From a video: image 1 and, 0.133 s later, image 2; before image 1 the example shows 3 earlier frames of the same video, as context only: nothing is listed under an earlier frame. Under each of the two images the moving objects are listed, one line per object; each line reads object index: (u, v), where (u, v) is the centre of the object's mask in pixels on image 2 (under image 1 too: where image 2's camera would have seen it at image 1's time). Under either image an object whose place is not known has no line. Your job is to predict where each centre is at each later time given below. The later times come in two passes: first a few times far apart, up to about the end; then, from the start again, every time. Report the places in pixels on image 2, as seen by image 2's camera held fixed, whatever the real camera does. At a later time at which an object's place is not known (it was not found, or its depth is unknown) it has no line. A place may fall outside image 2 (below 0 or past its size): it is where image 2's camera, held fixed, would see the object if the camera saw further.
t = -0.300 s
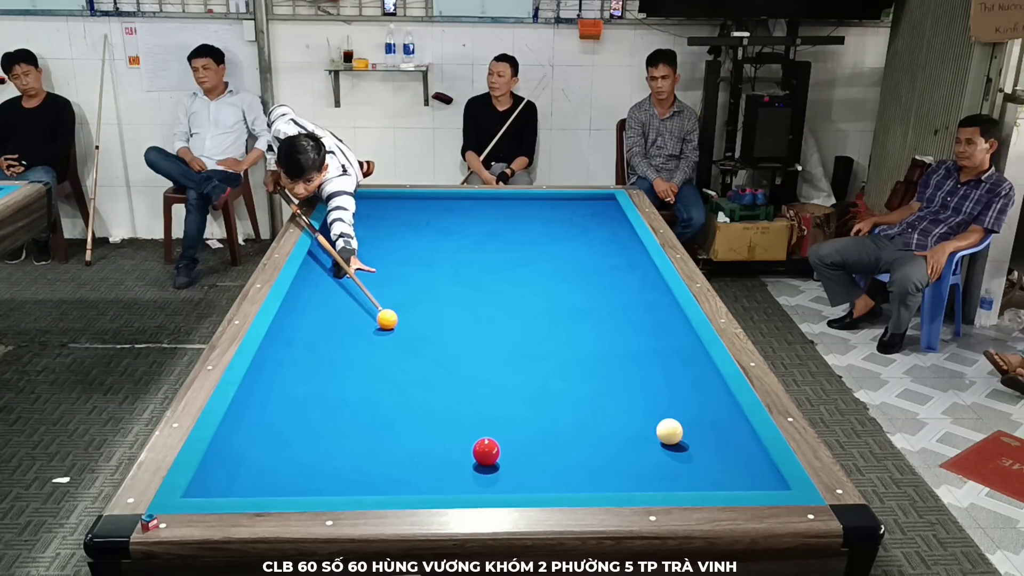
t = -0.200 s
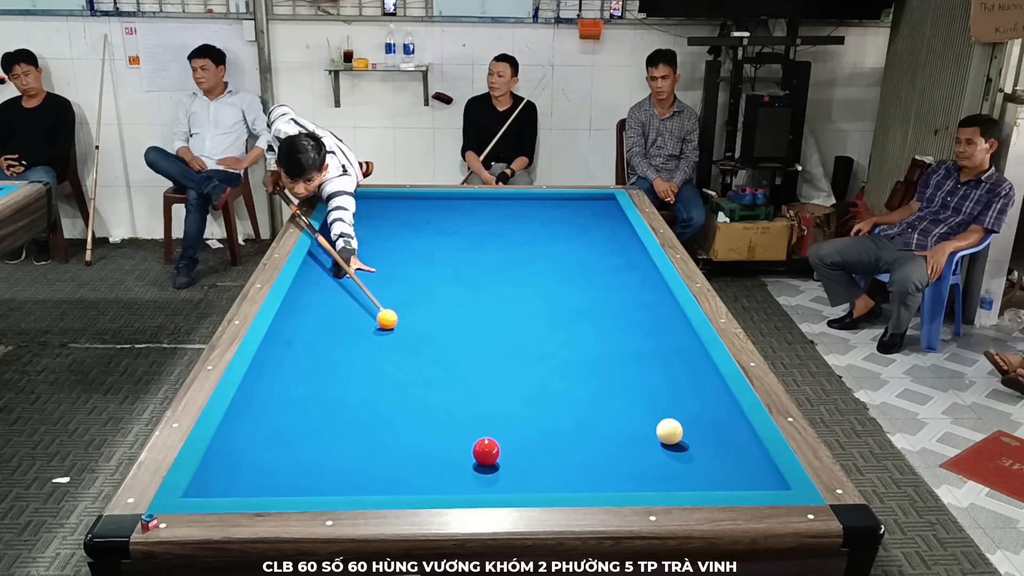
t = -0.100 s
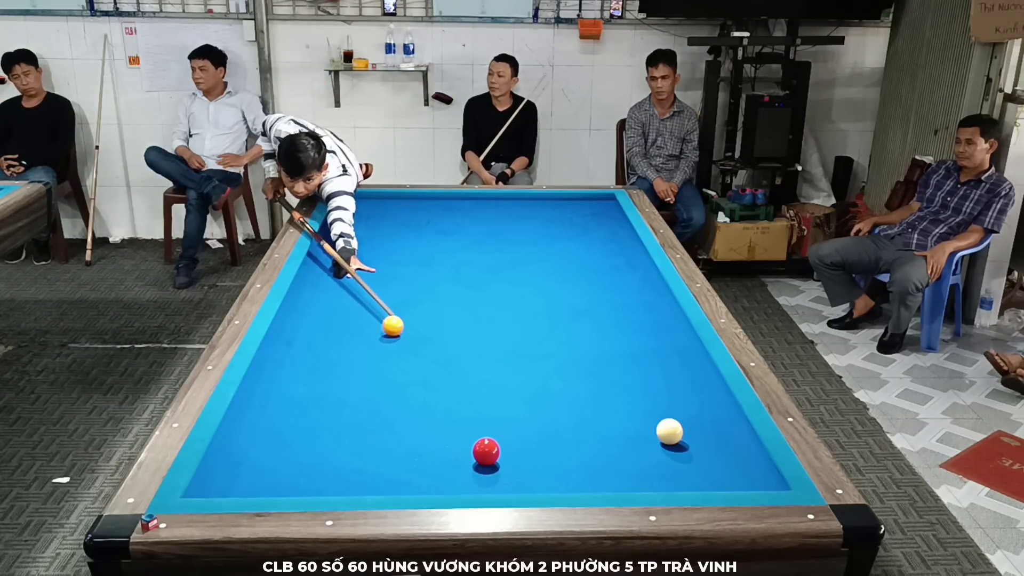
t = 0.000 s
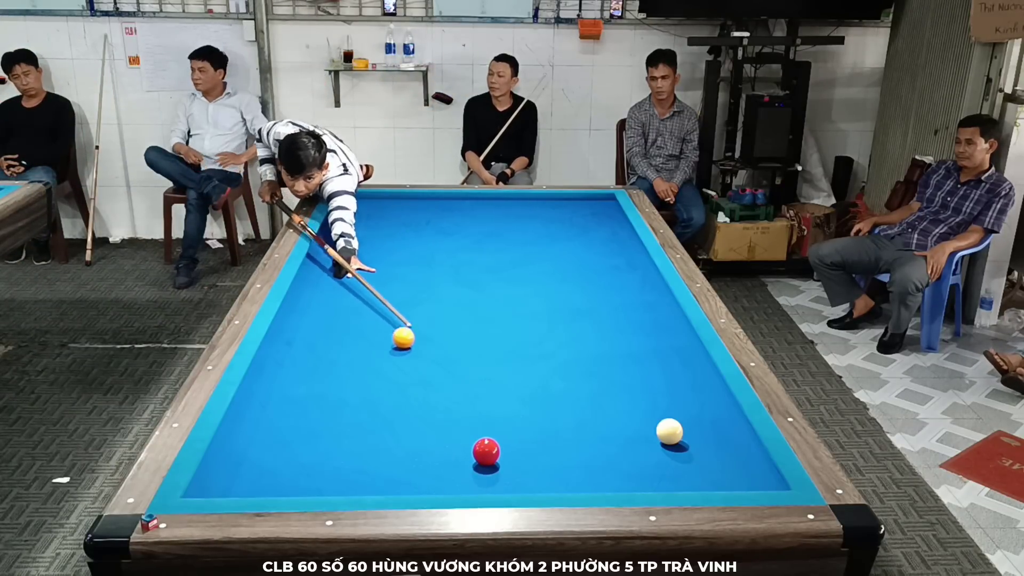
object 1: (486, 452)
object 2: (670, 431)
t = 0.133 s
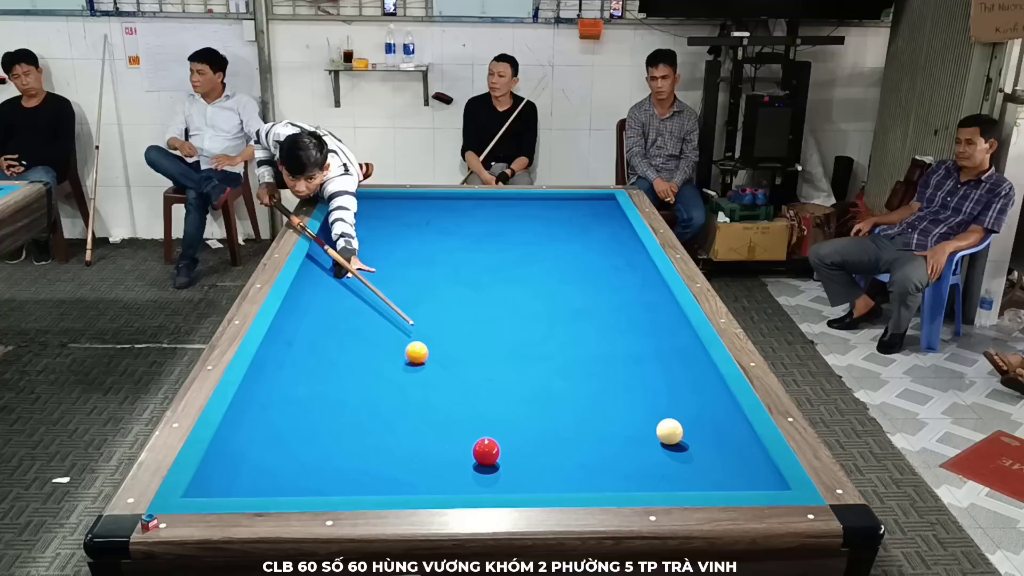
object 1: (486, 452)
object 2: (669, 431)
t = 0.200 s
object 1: (486, 451)
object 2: (669, 431)
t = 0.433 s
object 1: (486, 452)
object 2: (669, 431)
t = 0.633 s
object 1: (486, 452)
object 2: (669, 431)
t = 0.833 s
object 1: (482, 457)
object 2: (670, 431)
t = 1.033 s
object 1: (469, 475)
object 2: (669, 431)
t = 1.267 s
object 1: (455, 486)
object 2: (670, 431)
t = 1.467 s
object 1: (447, 480)
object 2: (669, 431)
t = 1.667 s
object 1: (439, 471)
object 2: (669, 431)
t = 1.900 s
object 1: (430, 463)
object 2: (669, 431)
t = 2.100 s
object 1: (424, 456)
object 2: (669, 431)
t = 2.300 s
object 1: (417, 449)
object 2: (670, 431)
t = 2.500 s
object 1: (412, 444)
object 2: (669, 431)
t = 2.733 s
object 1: (405, 438)
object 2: (658, 428)
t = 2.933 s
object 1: (401, 434)
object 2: (643, 424)
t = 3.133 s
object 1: (397, 430)
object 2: (629, 420)
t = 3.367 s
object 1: (392, 426)
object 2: (614, 416)
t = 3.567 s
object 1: (389, 423)
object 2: (602, 412)
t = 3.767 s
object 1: (386, 420)
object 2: (590, 409)
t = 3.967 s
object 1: (384, 418)
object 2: (580, 407)
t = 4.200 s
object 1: (381, 416)
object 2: (569, 404)
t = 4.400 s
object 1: (380, 415)
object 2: (560, 402)
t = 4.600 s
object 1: (379, 414)
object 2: (552, 400)
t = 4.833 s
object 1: (378, 414)
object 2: (544, 398)
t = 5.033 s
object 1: (378, 414)
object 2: (538, 396)
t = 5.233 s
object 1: (377, 414)
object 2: (532, 395)
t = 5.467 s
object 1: (377, 414)
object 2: (527, 394)
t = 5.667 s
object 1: (377, 414)
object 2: (523, 393)
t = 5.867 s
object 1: (377, 414)
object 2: (520, 393)
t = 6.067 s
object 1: (377, 414)
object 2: (518, 392)
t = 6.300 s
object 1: (377, 414)
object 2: (516, 392)
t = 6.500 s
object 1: (377, 414)
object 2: (516, 392)
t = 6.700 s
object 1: (377, 414)
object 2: (515, 392)
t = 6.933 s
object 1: (377, 414)
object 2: (515, 392)
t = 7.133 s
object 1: (377, 413)
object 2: (515, 392)
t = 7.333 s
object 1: (377, 413)
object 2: (515, 392)
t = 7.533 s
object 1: (377, 413)
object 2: (515, 392)
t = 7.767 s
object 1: (377, 413)
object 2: (515, 392)
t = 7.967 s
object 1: (377, 413)
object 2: (515, 392)
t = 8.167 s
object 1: (377, 413)
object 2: (515, 392)
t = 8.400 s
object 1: (377, 413)
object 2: (515, 392)
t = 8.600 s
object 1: (377, 413)
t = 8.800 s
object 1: (377, 414)
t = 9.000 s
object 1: (377, 414)
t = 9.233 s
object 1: (377, 413)
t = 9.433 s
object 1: (377, 414)
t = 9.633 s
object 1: (377, 414)
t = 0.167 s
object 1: (486, 451)
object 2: (669, 431)
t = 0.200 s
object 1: (486, 451)
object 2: (669, 431)
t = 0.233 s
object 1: (486, 452)
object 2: (669, 431)
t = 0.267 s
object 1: (486, 452)
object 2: (669, 431)
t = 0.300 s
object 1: (486, 452)
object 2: (669, 431)
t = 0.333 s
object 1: (486, 452)
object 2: (669, 431)
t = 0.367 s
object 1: (486, 452)
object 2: (669, 431)
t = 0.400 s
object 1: (486, 452)
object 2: (669, 431)
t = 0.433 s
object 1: (486, 452)
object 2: (669, 431)
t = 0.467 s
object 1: (486, 452)
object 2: (669, 431)
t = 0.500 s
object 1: (486, 452)
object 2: (669, 431)
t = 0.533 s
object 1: (486, 452)
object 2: (669, 431)
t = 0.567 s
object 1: (486, 452)
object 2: (669, 431)
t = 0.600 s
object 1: (486, 452)
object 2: (669, 431)
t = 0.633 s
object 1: (486, 452)
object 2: (669, 431)
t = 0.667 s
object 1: (486, 452)
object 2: (669, 431)
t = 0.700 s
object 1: (486, 452)
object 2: (669, 431)
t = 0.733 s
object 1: (486, 452)
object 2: (669, 431)
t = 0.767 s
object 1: (486, 452)
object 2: (669, 431)
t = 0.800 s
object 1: (485, 454)
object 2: (670, 431)
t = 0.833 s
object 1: (482, 457)
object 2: (670, 431)
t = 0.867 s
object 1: (480, 460)
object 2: (670, 431)
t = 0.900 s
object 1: (478, 463)
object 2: (669, 431)
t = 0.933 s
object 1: (475, 466)
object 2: (669, 431)
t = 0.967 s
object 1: (473, 469)
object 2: (669, 431)
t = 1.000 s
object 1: (471, 472)
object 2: (669, 431)
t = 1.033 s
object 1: (469, 475)
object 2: (669, 431)
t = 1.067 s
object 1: (467, 478)
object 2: (669, 431)
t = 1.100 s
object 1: (465, 480)
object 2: (669, 431)
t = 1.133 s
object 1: (463, 482)
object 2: (670, 431)
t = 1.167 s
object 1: (460, 484)
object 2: (670, 431)
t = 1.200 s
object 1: (458, 486)
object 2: (669, 431)
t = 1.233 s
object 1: (456, 487)
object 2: (669, 431)
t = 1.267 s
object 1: (455, 486)
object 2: (670, 431)
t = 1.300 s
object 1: (454, 485)
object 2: (670, 431)
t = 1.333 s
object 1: (452, 484)
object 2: (669, 431)
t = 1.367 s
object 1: (451, 483)
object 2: (670, 431)
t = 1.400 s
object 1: (449, 482)
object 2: (670, 431)
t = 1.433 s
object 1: (448, 481)
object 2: (670, 431)
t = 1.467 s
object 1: (447, 480)
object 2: (669, 431)
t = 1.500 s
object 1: (445, 479)
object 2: (669, 431)
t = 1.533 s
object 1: (444, 477)
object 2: (669, 431)
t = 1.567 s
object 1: (443, 476)
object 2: (670, 431)
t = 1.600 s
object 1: (441, 474)
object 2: (669, 431)
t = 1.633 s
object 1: (440, 473)
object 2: (669, 431)
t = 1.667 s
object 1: (439, 471)
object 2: (669, 431)
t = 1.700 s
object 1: (438, 470)
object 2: (669, 431)
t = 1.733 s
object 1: (436, 469)
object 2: (670, 431)
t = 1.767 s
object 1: (435, 467)
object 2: (669, 431)
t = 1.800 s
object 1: (434, 466)
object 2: (669, 431)
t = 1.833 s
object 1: (433, 465)
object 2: (669, 431)
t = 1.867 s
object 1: (432, 464)
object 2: (670, 431)
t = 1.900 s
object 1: (430, 463)
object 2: (669, 431)
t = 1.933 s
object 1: (429, 461)
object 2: (669, 431)
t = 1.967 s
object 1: (428, 460)
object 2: (669, 431)
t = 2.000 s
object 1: (427, 459)
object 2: (670, 431)
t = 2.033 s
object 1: (426, 458)
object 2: (669, 431)
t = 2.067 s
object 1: (425, 457)
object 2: (670, 431)
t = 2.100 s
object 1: (424, 456)
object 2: (669, 431)
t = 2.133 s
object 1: (422, 455)
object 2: (670, 431)
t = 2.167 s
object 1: (421, 453)
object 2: (669, 431)
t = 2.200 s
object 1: (420, 452)
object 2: (669, 431)
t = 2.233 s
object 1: (419, 451)
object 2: (669, 431)
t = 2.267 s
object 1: (418, 450)
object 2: (669, 431)
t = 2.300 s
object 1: (417, 449)
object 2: (670, 431)
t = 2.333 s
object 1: (416, 448)
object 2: (670, 431)
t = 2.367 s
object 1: (415, 447)
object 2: (670, 431)
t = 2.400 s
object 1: (414, 446)
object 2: (670, 431)
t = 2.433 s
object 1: (413, 446)
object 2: (669, 431)
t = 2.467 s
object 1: (412, 445)
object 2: (669, 431)
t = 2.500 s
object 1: (412, 444)
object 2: (669, 431)
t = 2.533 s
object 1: (411, 443)
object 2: (669, 431)
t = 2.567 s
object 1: (410, 442)
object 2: (669, 431)
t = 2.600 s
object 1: (409, 441)
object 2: (669, 431)
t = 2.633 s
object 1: (408, 440)
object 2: (666, 430)
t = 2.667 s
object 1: (407, 440)
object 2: (663, 429)
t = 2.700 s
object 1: (406, 439)
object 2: (660, 429)
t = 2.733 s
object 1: (405, 438)
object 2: (658, 428)
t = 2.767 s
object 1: (405, 437)
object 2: (655, 427)
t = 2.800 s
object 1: (404, 436)
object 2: (653, 426)
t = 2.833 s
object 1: (403, 436)
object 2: (650, 426)
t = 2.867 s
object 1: (402, 435)
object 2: (648, 425)
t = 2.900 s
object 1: (402, 434)
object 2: (645, 424)
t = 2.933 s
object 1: (401, 434)
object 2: (643, 424)
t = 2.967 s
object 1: (400, 433)
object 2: (640, 423)
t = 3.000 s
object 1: (399, 432)
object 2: (638, 422)
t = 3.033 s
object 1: (399, 432)
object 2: (636, 422)
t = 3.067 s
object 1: (398, 431)
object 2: (633, 421)
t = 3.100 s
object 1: (397, 430)
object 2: (631, 420)
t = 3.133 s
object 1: (397, 430)
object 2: (629, 420)
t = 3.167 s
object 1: (396, 429)
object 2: (627, 419)
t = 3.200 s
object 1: (395, 428)
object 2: (624, 419)
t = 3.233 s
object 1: (395, 428)
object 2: (622, 418)
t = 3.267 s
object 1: (394, 427)
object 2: (620, 417)
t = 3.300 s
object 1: (394, 427)
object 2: (618, 417)
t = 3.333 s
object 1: (393, 426)
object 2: (616, 416)
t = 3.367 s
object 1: (392, 426)
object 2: (614, 416)
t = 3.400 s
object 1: (392, 425)
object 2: (612, 415)
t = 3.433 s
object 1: (391, 425)
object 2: (610, 414)
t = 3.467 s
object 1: (391, 424)
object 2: (608, 414)
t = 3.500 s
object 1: (390, 424)
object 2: (606, 413)
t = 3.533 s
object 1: (389, 423)
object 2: (604, 413)
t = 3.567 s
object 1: (389, 423)
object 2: (602, 412)
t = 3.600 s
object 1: (389, 422)
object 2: (600, 412)
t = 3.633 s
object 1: (388, 422)
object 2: (598, 411)
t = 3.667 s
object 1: (387, 421)
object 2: (596, 411)
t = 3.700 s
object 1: (387, 421)
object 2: (594, 410)
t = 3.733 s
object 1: (387, 421)
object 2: (592, 410)
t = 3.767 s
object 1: (386, 420)
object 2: (590, 409)
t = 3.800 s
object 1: (386, 420)
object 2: (589, 409)
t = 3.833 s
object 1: (385, 420)
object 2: (587, 408)
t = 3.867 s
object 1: (385, 419)
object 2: (585, 408)
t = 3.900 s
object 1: (384, 419)
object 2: (583, 408)
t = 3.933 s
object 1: (384, 419)
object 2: (582, 407)
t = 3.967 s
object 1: (384, 418)
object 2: (580, 407)
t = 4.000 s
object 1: (383, 418)
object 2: (578, 406)
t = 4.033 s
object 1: (383, 418)
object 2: (577, 406)
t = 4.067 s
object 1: (383, 417)
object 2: (575, 405)
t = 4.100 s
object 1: (382, 417)
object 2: (573, 405)
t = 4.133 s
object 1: (382, 417)
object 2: (572, 405)
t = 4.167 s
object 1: (382, 416)
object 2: (570, 404)
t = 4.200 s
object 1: (381, 416)
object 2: (569, 404)
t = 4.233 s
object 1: (381, 416)
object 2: (567, 404)
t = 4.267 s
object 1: (381, 416)
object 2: (566, 403)
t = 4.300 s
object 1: (381, 416)
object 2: (564, 403)
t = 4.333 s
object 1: (380, 415)
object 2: (563, 402)
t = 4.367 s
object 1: (380, 415)
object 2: (562, 402)
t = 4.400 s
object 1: (380, 415)
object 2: (560, 402)
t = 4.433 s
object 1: (380, 415)
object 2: (559, 401)
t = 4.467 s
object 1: (380, 415)
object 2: (557, 401)
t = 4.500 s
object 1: (379, 415)
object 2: (556, 401)
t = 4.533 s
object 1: (379, 414)
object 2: (555, 400)
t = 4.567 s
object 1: (379, 414)
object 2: (554, 400)
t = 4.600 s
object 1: (379, 414)
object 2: (552, 400)
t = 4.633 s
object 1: (379, 414)
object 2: (551, 399)
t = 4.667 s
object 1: (379, 414)
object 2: (550, 399)
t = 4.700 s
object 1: (378, 414)
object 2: (549, 399)
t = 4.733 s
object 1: (378, 414)
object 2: (548, 399)
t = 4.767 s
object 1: (378, 414)
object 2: (546, 398)
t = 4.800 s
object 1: (378, 414)
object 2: (545, 398)
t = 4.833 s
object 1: (378, 414)
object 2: (544, 398)
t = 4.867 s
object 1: (378, 414)
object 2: (543, 398)
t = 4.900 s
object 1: (378, 414)
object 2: (542, 397)
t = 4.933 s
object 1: (378, 414)
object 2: (541, 397)
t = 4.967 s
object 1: (378, 414)
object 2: (540, 397)
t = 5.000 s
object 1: (378, 414)
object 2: (539, 397)
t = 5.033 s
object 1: (378, 414)
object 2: (538, 396)
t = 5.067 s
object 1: (378, 414)
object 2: (537, 396)
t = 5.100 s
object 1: (377, 414)
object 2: (536, 396)
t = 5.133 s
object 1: (377, 414)
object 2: (535, 396)
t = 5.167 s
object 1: (377, 414)
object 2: (534, 395)
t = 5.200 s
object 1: (377, 414)
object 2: (533, 395)
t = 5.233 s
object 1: (377, 414)
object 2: (532, 395)
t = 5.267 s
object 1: (377, 414)
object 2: (531, 395)
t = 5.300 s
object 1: (377, 414)
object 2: (531, 395)
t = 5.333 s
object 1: (377, 414)
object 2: (530, 395)
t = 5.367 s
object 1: (377, 414)
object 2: (529, 394)
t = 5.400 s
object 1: (377, 414)
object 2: (528, 394)
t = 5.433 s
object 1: (377, 414)
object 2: (528, 394)
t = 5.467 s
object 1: (377, 414)
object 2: (527, 394)
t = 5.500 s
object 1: (378, 414)
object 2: (526, 394)
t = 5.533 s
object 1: (378, 414)
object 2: (525, 394)
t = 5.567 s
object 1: (378, 414)
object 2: (525, 394)
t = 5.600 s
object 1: (377, 414)
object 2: (524, 394)
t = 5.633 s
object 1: (377, 414)
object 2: (524, 393)
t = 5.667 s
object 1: (377, 414)
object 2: (523, 393)
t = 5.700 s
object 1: (377, 414)
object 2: (523, 393)
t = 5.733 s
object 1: (377, 414)
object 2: (522, 393)
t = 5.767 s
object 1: (377, 414)
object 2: (521, 393)
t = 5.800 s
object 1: (377, 414)
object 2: (521, 393)
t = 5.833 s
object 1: (377, 414)
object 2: (521, 393)
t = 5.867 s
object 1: (377, 414)
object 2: (520, 393)
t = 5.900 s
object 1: (377, 414)
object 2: (520, 393)
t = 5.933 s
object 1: (377, 414)
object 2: (519, 393)
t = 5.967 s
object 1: (377, 414)
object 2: (519, 393)
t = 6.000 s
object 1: (377, 414)
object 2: (519, 393)
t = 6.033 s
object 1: (377, 414)
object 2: (518, 393)
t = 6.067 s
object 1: (377, 414)
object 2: (518, 392)
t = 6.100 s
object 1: (377, 414)
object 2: (518, 392)
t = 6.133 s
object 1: (377, 414)
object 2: (517, 392)
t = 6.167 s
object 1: (377, 414)
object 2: (517, 392)
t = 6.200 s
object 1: (377, 414)
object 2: (517, 392)
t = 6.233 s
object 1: (377, 414)
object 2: (517, 392)
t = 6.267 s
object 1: (377, 414)
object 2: (516, 392)
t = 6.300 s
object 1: (377, 414)
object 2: (516, 392)
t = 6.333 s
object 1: (377, 414)
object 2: (516, 392)
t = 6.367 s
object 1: (377, 414)
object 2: (516, 392)
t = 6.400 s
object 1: (377, 414)
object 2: (516, 392)
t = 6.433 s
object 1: (377, 414)
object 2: (516, 392)
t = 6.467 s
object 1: (377, 414)
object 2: (516, 392)
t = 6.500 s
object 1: (377, 414)
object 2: (516, 392)
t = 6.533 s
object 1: (377, 414)
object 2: (515, 392)
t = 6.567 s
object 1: (377, 414)
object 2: (515, 392)
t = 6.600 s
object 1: (377, 414)
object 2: (515, 392)
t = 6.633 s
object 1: (377, 414)
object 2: (515, 392)
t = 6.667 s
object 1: (377, 414)
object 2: (515, 392)
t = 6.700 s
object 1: (377, 414)
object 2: (515, 392)
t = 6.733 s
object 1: (377, 414)
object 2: (515, 392)
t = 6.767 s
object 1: (377, 414)
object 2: (515, 392)
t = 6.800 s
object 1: (377, 414)
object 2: (515, 392)
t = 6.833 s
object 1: (377, 414)
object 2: (515, 392)
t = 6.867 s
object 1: (377, 414)
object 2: (515, 392)
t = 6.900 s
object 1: (377, 414)
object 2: (515, 392)
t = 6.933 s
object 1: (377, 414)
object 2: (515, 392)
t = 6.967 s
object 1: (377, 414)
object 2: (515, 392)
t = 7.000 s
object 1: (377, 414)
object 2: (515, 392)
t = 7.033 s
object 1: (377, 414)
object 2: (515, 392)
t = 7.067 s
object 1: (377, 414)
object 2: (515, 392)
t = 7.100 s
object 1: (377, 413)
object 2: (515, 392)
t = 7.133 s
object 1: (377, 413)
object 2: (515, 392)
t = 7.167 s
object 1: (377, 414)
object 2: (515, 392)
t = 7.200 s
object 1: (377, 414)
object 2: (515, 392)
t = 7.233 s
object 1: (377, 414)
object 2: (515, 392)
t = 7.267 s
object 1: (377, 413)
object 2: (515, 392)
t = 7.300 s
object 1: (377, 413)
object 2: (515, 392)
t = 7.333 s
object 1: (377, 413)
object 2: (515, 392)
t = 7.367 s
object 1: (377, 413)
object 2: (515, 392)
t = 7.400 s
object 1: (377, 413)
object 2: (515, 392)
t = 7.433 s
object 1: (377, 413)
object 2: (515, 392)
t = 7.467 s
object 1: (377, 413)
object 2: (515, 392)
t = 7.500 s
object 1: (377, 413)
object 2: (515, 392)
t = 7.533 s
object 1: (377, 413)
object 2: (515, 392)
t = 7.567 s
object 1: (377, 413)
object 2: (515, 392)
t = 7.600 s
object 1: (377, 414)
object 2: (515, 392)
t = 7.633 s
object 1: (377, 413)
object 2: (515, 392)
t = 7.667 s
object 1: (377, 413)
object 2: (515, 392)
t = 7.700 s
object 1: (377, 413)
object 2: (515, 392)
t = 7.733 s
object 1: (377, 413)
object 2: (515, 392)
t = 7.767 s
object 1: (377, 413)
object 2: (515, 392)
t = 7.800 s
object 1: (377, 413)
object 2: (515, 392)
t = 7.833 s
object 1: (377, 413)
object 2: (515, 392)
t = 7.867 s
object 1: (377, 413)
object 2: (515, 392)
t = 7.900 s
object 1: (377, 413)
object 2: (515, 392)
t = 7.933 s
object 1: (377, 413)
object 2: (515, 392)
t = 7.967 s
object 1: (377, 413)
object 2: (515, 392)
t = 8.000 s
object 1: (377, 414)
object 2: (515, 392)
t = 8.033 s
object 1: (377, 414)
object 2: (515, 392)
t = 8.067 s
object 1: (377, 413)
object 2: (515, 392)
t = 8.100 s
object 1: (377, 414)
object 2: (515, 392)
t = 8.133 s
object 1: (377, 413)
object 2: (515, 392)
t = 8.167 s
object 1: (377, 413)
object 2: (515, 392)
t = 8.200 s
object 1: (377, 413)
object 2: (515, 392)
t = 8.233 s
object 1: (377, 414)
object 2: (515, 392)
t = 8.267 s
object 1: (377, 413)
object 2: (515, 392)
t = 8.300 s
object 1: (377, 413)
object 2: (515, 392)
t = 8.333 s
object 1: (377, 413)
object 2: (515, 392)
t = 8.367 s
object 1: (377, 413)
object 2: (515, 392)
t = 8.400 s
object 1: (377, 413)
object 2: (515, 392)
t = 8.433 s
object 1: (377, 413)
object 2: (515, 392)
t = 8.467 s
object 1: (377, 413)
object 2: (515, 392)
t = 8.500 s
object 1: (377, 413)
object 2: (515, 392)
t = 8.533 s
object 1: (377, 414)
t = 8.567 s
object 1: (377, 413)
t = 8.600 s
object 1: (377, 413)
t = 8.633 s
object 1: (377, 414)
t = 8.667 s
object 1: (377, 414)
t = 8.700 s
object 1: (377, 414)
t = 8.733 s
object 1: (377, 414)
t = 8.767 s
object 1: (377, 414)
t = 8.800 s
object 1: (377, 414)
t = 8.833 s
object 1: (377, 414)
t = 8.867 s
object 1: (377, 414)
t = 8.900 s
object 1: (377, 413)
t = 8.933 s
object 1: (377, 414)
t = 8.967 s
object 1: (377, 414)
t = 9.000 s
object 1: (377, 414)
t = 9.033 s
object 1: (377, 414)
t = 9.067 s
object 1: (377, 413)
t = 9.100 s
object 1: (377, 414)
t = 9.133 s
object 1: (377, 413)
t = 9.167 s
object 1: (377, 414)
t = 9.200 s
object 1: (377, 414)
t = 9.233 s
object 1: (377, 413)
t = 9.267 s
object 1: (377, 413)
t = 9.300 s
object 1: (377, 414)
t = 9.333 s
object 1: (377, 414)
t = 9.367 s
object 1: (377, 414)
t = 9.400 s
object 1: (377, 414)
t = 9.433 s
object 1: (377, 414)
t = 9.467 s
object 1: (377, 414)
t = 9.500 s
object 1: (377, 414)
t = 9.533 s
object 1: (377, 414)
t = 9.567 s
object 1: (377, 414)
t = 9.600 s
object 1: (377, 414)
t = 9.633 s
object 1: (377, 414)
